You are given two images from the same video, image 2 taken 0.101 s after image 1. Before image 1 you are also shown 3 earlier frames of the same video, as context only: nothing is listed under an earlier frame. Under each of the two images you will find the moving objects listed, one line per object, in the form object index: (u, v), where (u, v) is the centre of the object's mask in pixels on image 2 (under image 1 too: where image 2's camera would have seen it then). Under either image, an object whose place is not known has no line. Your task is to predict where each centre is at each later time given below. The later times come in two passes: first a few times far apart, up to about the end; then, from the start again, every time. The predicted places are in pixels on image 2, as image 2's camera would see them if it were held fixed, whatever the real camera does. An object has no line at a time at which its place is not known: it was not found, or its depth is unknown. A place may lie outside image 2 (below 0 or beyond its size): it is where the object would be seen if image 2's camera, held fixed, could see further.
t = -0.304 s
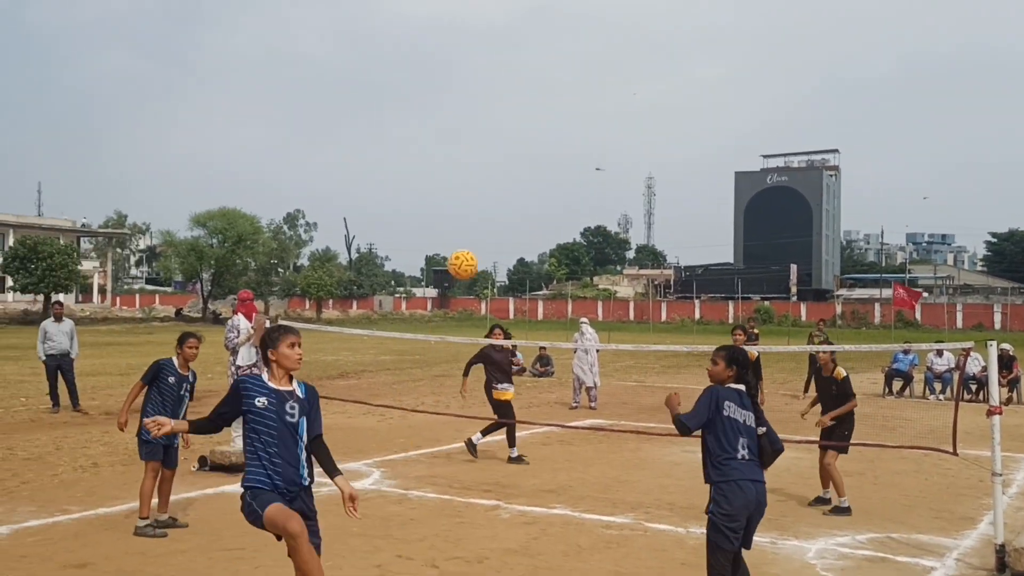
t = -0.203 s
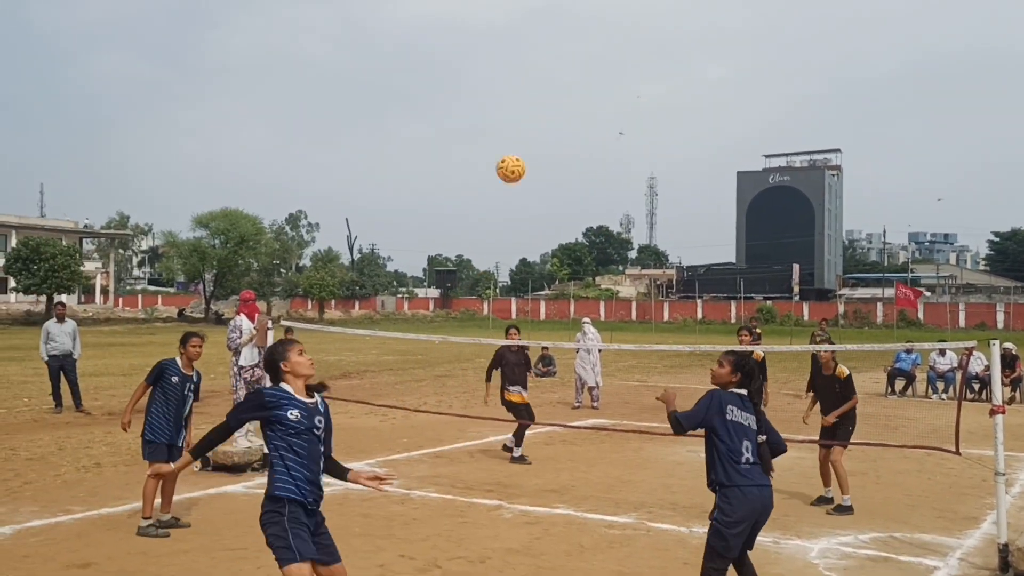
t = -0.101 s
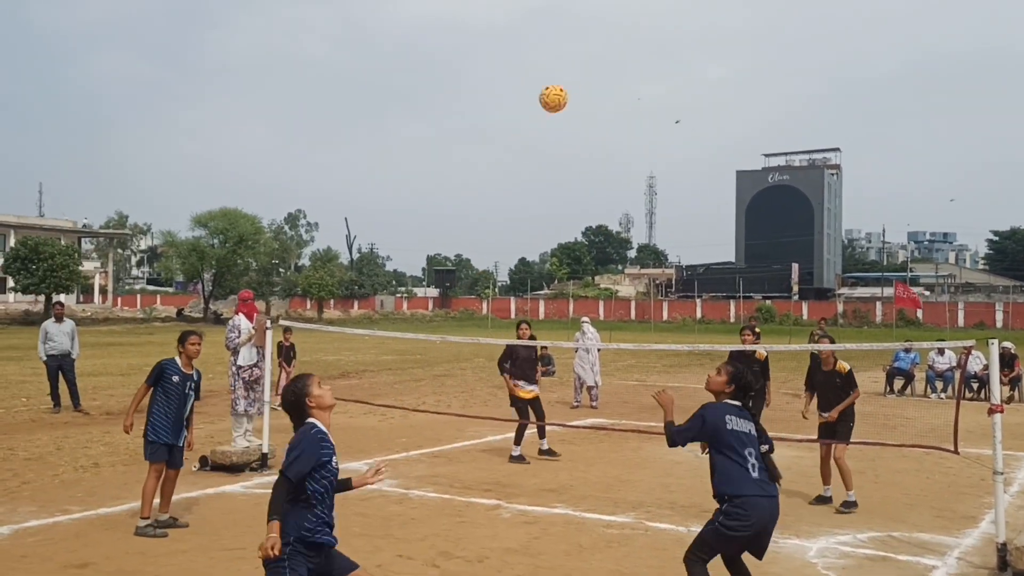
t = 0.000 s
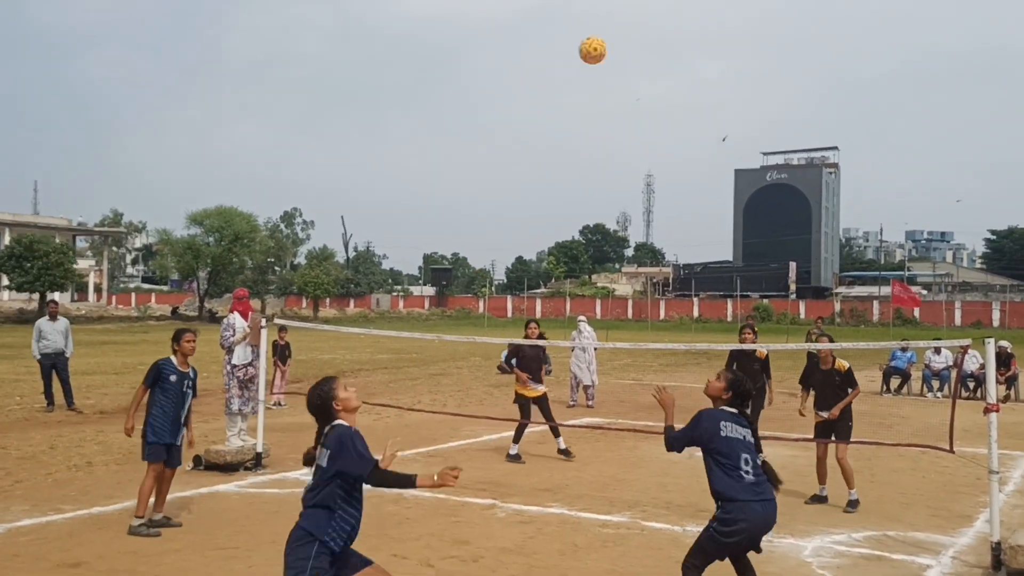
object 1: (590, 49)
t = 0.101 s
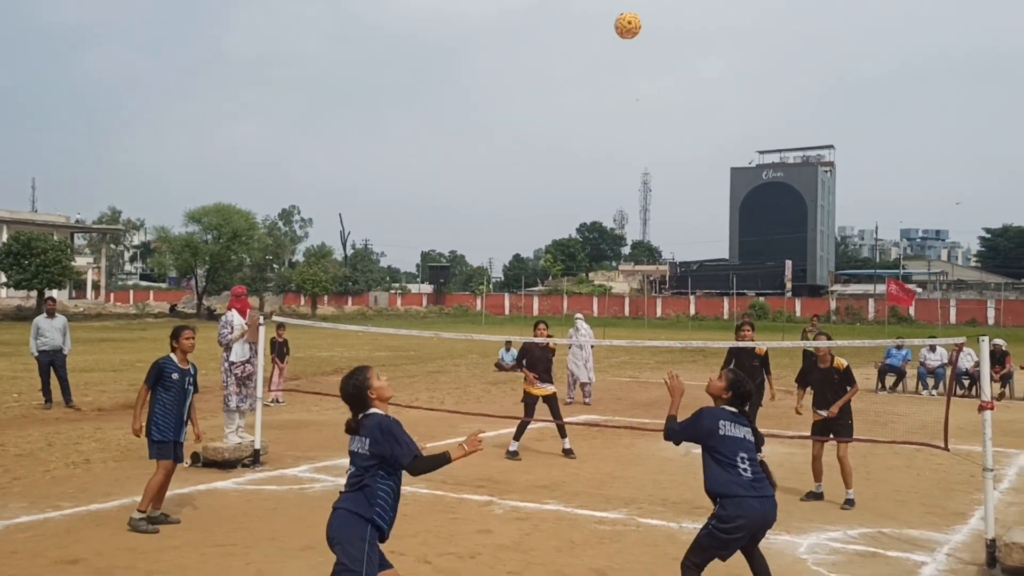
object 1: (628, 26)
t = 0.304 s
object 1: (698, 38)
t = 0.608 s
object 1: (788, 184)
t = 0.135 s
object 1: (640, 23)
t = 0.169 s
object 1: (653, 22)
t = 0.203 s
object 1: (665, 24)
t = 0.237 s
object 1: (677, 26)
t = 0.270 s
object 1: (687, 31)
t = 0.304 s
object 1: (698, 38)
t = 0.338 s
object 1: (709, 47)
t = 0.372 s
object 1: (720, 58)
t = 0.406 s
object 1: (731, 72)
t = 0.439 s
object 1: (742, 87)
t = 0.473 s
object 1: (752, 102)
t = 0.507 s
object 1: (762, 120)
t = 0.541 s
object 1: (768, 139)
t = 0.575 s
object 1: (780, 161)
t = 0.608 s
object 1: (788, 184)
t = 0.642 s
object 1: (798, 209)
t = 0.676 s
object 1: (807, 235)
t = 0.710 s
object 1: (816, 264)
